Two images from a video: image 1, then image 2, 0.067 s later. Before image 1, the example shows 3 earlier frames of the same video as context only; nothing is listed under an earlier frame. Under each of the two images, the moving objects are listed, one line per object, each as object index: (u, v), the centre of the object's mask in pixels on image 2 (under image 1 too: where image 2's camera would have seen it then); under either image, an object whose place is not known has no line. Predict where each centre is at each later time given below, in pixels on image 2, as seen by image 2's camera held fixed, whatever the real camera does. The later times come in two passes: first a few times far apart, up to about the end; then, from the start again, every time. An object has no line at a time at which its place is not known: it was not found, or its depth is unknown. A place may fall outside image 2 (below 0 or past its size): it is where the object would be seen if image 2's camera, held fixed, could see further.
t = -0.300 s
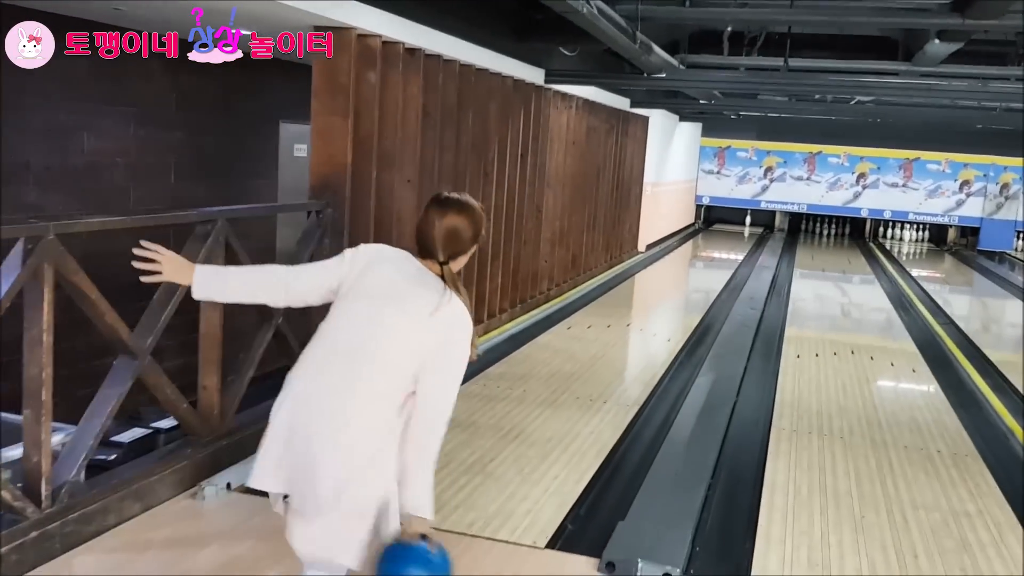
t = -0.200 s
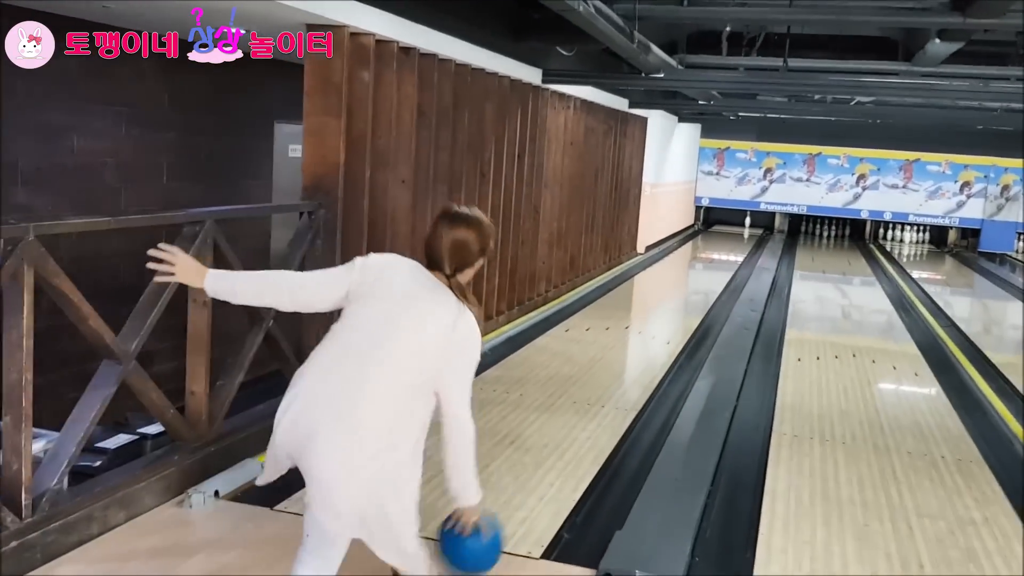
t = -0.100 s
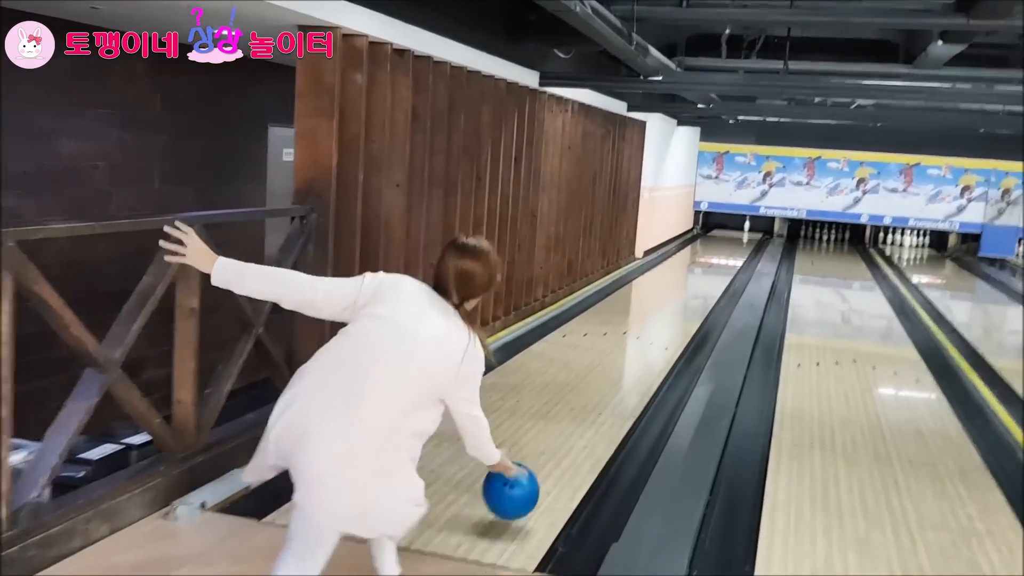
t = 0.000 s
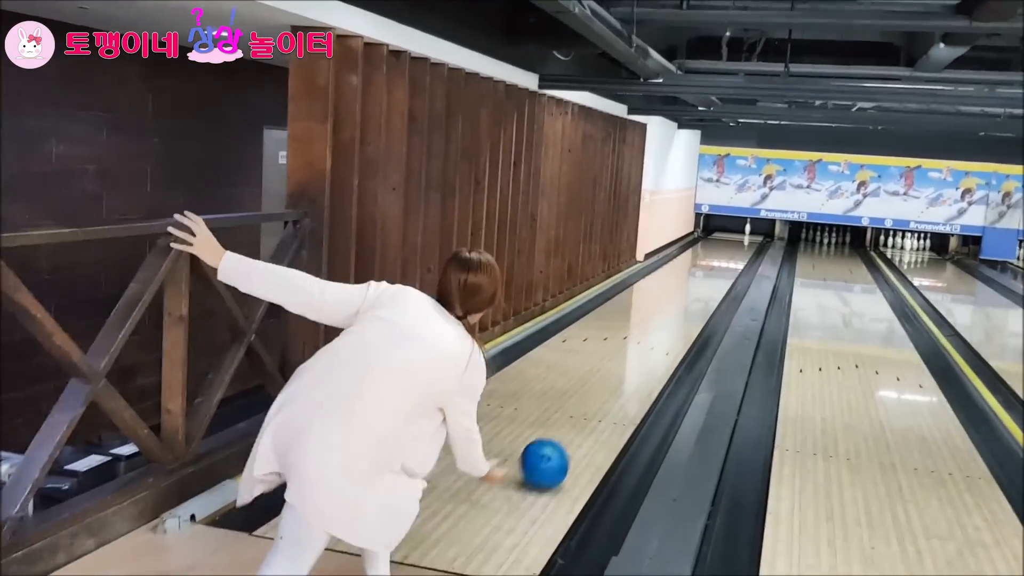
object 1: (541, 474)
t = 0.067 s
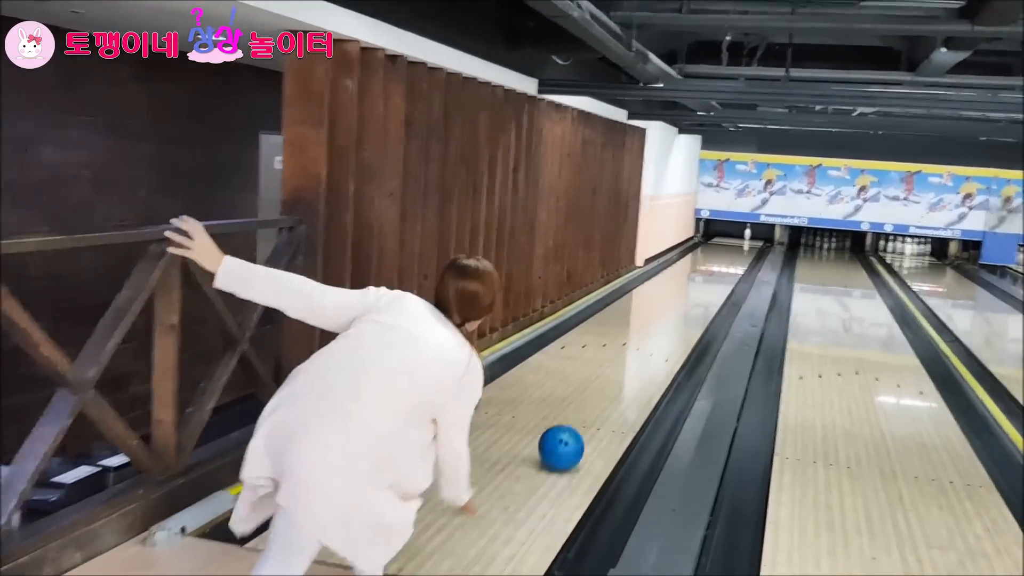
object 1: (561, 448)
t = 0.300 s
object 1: (608, 383)
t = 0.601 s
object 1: (643, 335)
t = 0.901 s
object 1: (665, 305)
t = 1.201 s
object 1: (680, 285)
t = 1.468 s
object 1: (689, 272)
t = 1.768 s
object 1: (697, 261)
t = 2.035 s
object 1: (701, 253)
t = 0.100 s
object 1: (570, 436)
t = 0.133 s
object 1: (578, 426)
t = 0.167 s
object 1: (584, 416)
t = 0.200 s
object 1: (591, 407)
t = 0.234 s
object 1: (597, 398)
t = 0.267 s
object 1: (603, 390)
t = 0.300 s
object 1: (608, 383)
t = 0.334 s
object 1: (613, 376)
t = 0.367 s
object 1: (617, 370)
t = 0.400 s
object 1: (622, 364)
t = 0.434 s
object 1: (625, 359)
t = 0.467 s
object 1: (630, 354)
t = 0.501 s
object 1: (633, 349)
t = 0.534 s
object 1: (637, 344)
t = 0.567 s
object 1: (640, 339)
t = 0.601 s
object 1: (643, 335)
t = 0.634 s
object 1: (646, 331)
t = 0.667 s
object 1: (649, 327)
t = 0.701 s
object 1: (651, 323)
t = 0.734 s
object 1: (654, 320)
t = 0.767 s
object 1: (657, 317)
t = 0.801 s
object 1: (659, 313)
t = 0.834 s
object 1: (661, 310)
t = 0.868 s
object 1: (663, 308)
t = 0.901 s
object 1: (665, 305)
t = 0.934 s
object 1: (667, 302)
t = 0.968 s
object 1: (669, 300)
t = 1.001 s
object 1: (671, 297)
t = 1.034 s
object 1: (673, 295)
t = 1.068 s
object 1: (674, 293)
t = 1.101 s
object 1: (676, 290)
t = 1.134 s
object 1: (678, 288)
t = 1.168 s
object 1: (679, 287)
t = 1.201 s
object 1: (680, 285)
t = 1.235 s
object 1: (682, 283)
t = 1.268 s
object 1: (683, 281)
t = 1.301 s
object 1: (684, 279)
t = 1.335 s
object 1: (684, 278)
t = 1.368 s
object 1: (686, 276)
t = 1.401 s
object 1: (687, 275)
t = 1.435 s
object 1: (688, 273)
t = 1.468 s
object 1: (689, 272)
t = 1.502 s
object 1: (690, 270)
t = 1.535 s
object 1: (691, 269)
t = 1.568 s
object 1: (691, 268)
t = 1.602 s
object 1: (693, 267)
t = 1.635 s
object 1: (694, 266)
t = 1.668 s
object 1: (694, 264)
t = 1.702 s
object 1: (695, 263)
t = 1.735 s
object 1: (696, 262)
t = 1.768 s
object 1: (697, 261)
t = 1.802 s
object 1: (697, 260)
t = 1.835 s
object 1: (698, 259)
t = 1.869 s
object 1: (698, 258)
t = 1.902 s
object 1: (699, 256)
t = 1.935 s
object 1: (700, 256)
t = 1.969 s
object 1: (700, 255)
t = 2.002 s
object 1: (701, 254)
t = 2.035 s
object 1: (701, 253)
